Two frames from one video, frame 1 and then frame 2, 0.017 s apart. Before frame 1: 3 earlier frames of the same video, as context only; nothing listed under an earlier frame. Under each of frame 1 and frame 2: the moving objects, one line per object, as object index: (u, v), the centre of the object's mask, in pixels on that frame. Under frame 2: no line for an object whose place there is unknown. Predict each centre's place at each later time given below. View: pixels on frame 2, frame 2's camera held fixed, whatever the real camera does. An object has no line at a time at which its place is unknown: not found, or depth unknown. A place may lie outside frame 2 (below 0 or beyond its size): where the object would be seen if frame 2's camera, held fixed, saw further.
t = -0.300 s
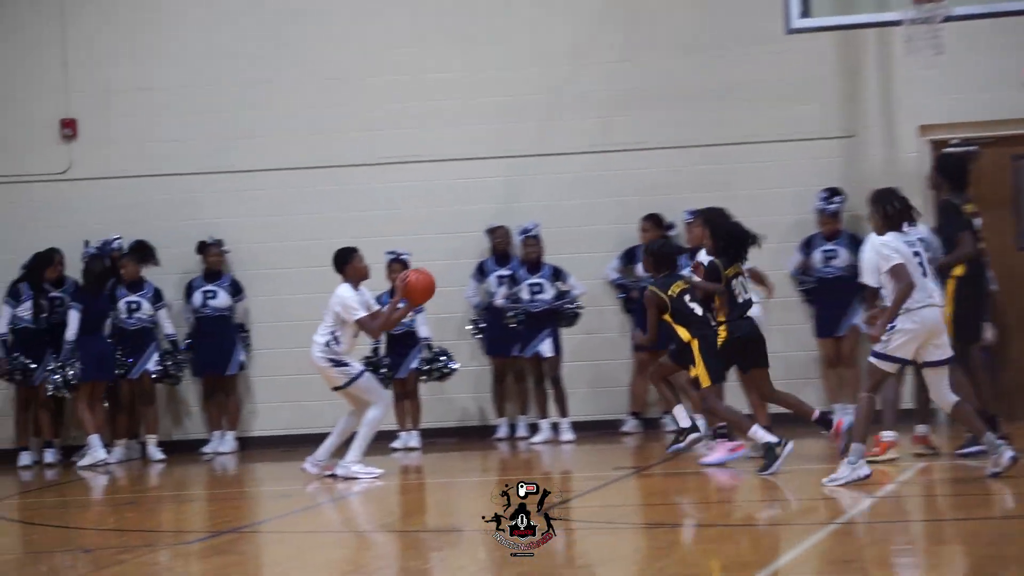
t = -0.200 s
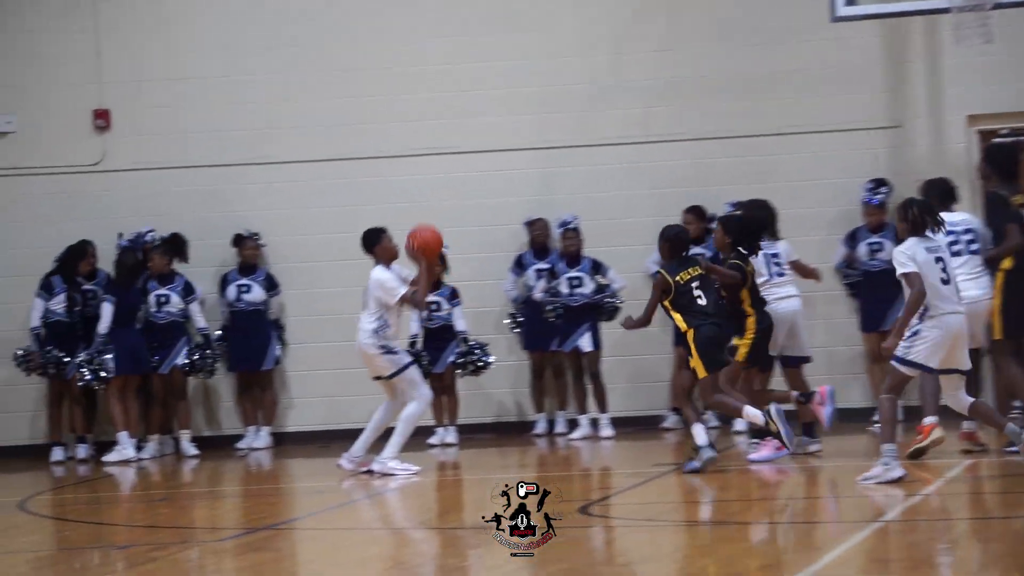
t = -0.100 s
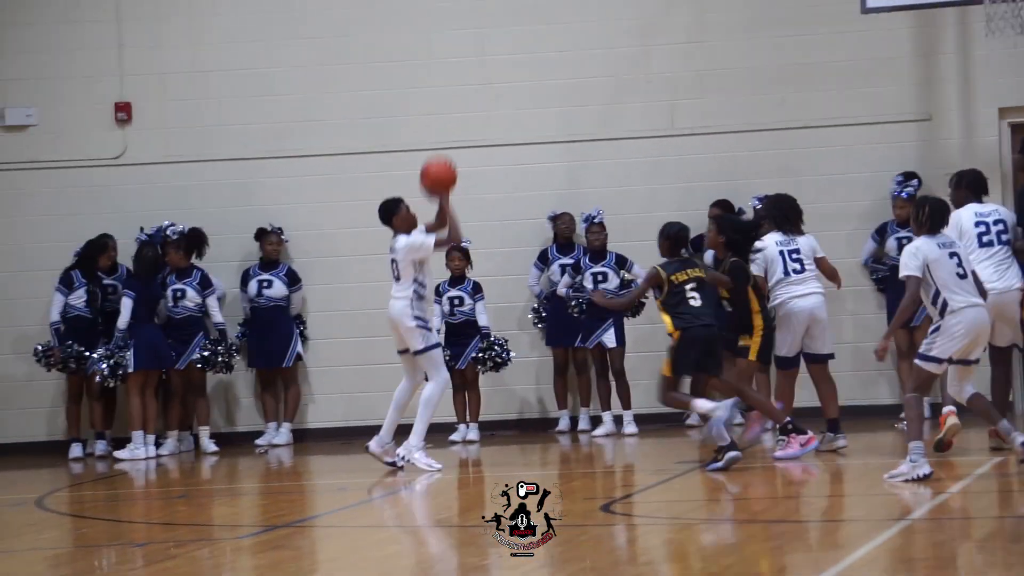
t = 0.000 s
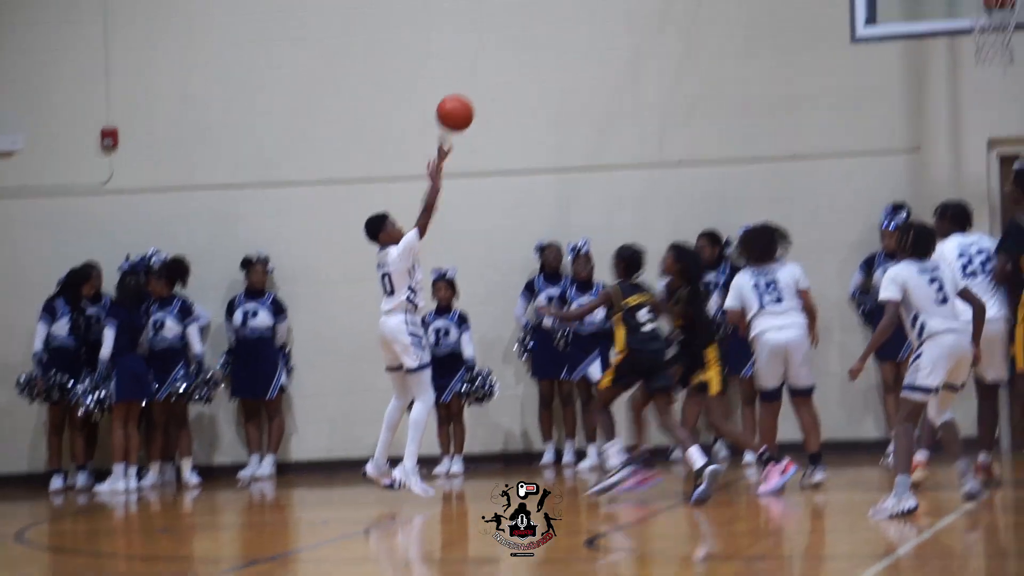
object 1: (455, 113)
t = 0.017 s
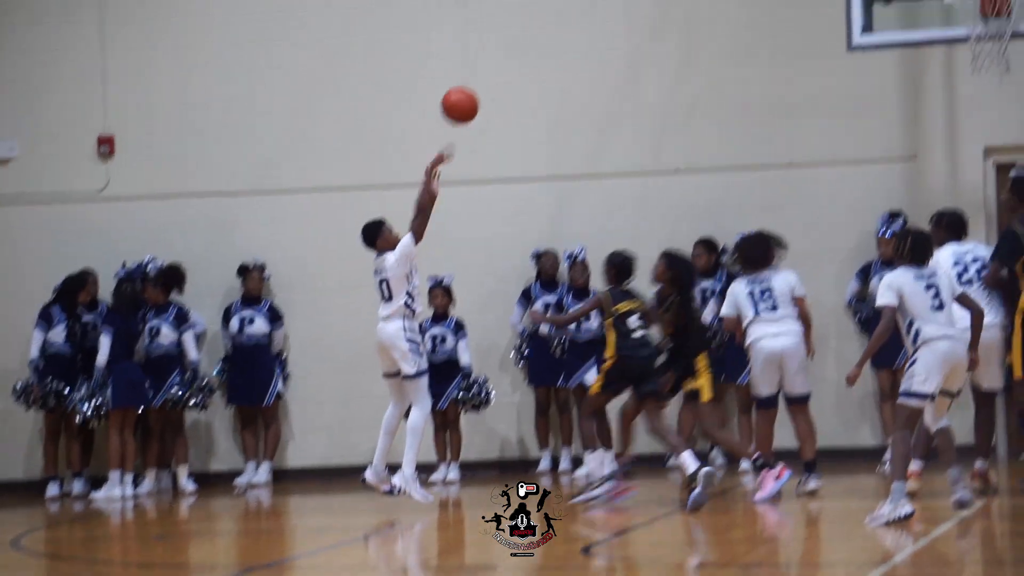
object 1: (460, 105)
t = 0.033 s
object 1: (469, 89)
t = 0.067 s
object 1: (489, 58)
